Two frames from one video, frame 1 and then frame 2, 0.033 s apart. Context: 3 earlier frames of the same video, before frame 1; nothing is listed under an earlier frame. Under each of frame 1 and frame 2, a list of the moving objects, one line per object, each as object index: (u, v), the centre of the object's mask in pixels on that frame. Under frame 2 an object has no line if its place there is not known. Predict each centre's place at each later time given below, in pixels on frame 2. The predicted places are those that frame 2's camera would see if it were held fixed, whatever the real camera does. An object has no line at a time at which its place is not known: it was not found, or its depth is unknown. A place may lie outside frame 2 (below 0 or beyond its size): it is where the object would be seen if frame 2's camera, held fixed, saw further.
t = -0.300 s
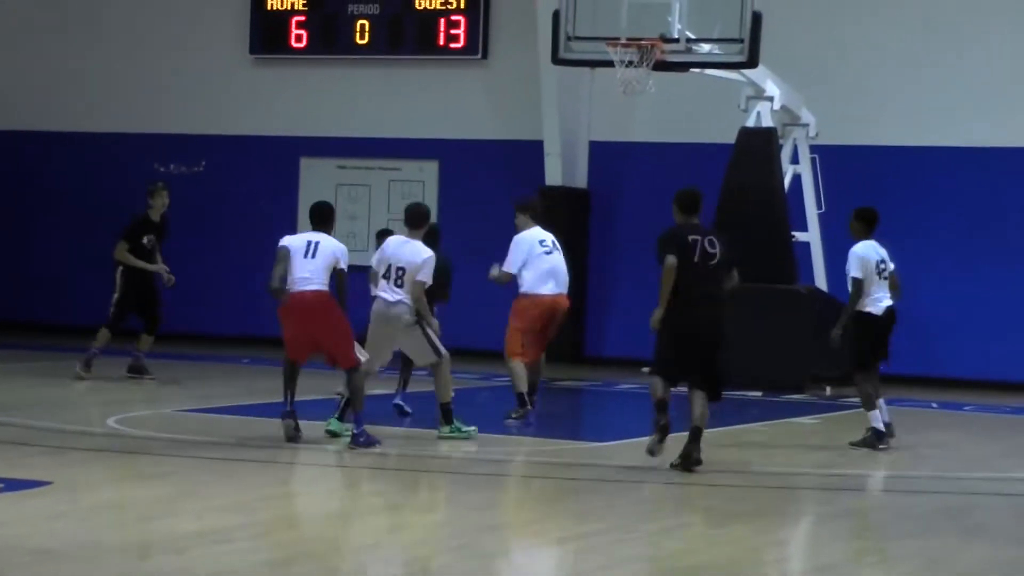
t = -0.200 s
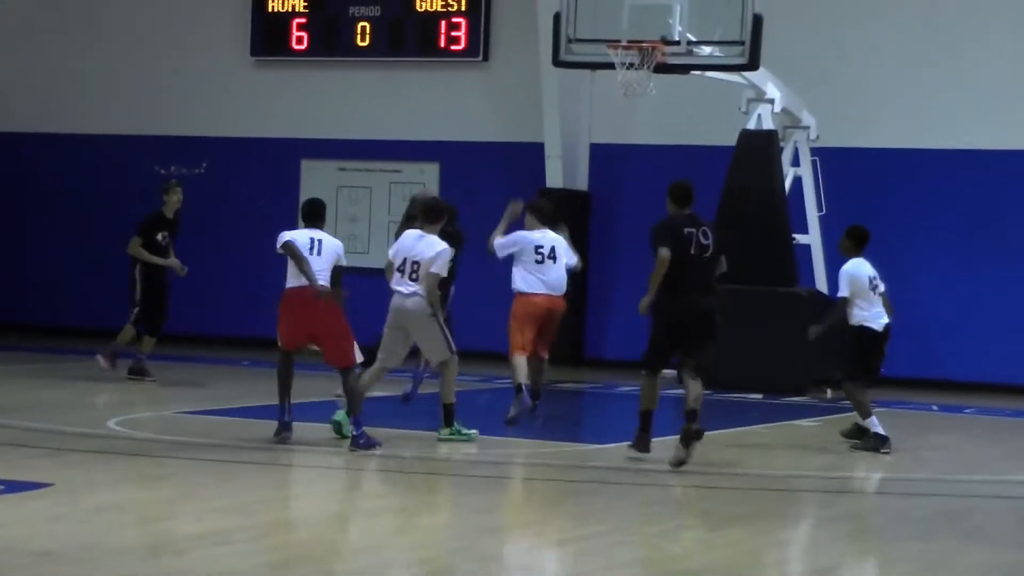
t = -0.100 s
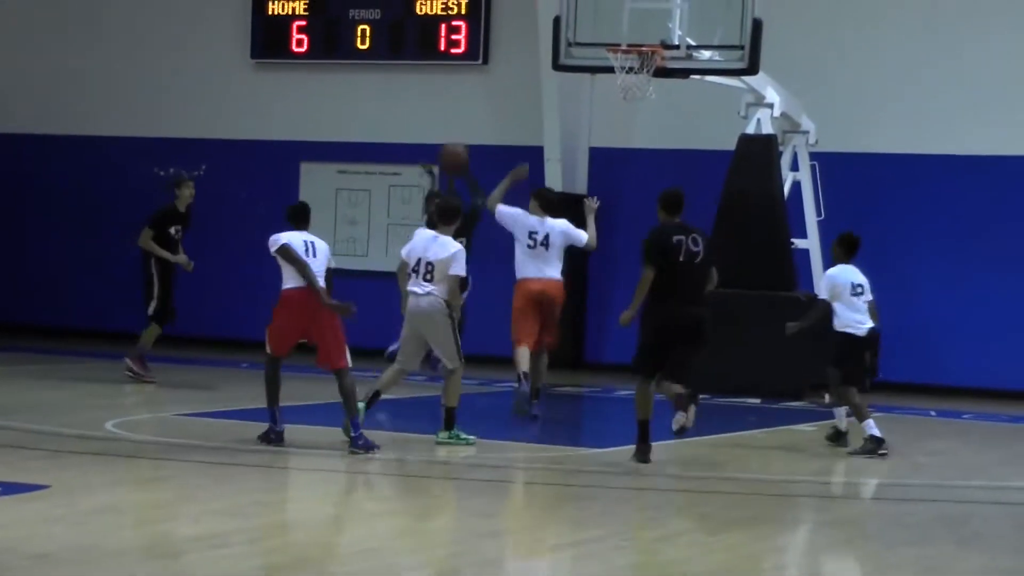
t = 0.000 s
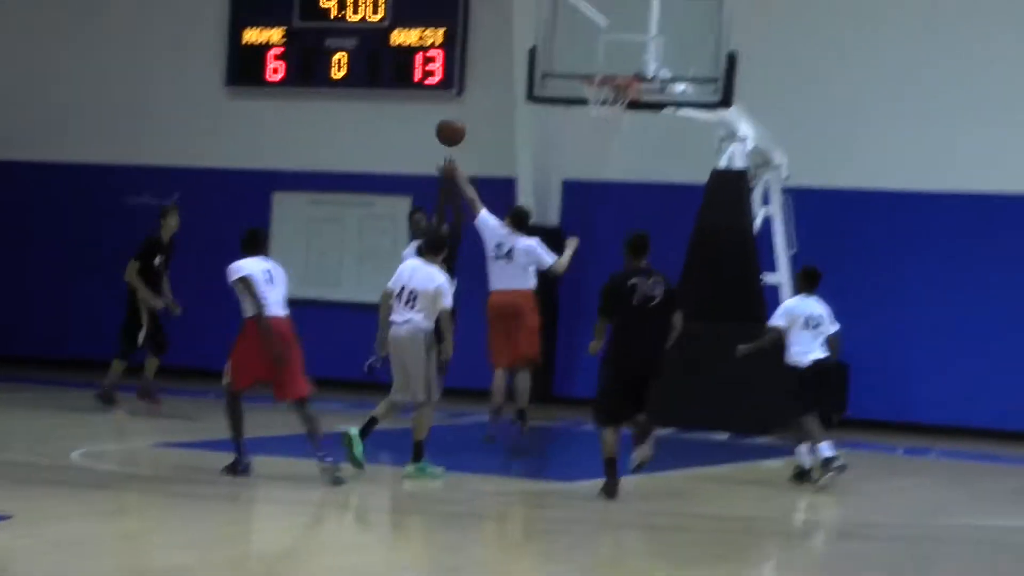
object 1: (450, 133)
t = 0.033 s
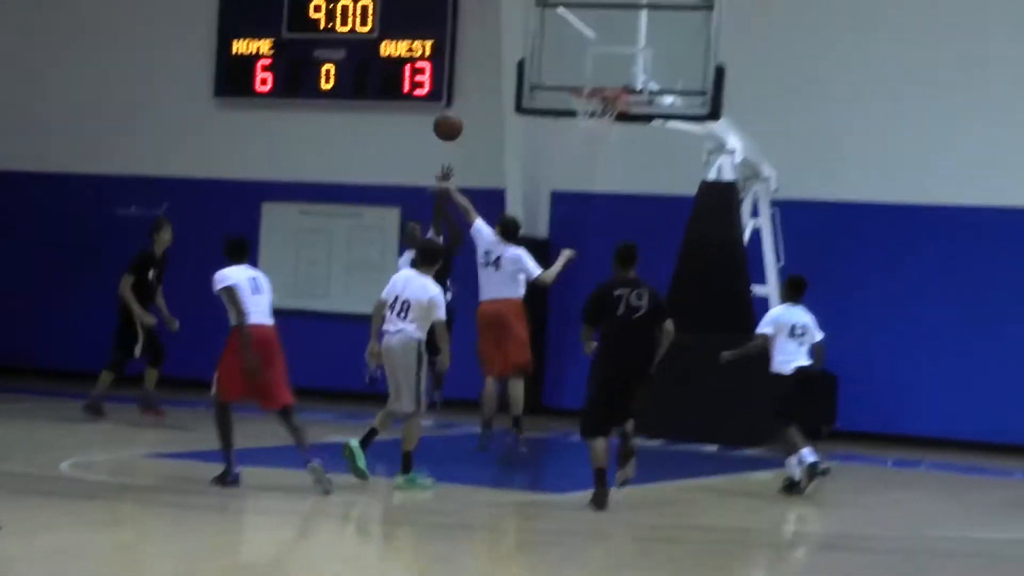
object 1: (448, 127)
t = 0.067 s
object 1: (456, 113)
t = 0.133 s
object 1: (474, 85)
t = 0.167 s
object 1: (482, 74)
